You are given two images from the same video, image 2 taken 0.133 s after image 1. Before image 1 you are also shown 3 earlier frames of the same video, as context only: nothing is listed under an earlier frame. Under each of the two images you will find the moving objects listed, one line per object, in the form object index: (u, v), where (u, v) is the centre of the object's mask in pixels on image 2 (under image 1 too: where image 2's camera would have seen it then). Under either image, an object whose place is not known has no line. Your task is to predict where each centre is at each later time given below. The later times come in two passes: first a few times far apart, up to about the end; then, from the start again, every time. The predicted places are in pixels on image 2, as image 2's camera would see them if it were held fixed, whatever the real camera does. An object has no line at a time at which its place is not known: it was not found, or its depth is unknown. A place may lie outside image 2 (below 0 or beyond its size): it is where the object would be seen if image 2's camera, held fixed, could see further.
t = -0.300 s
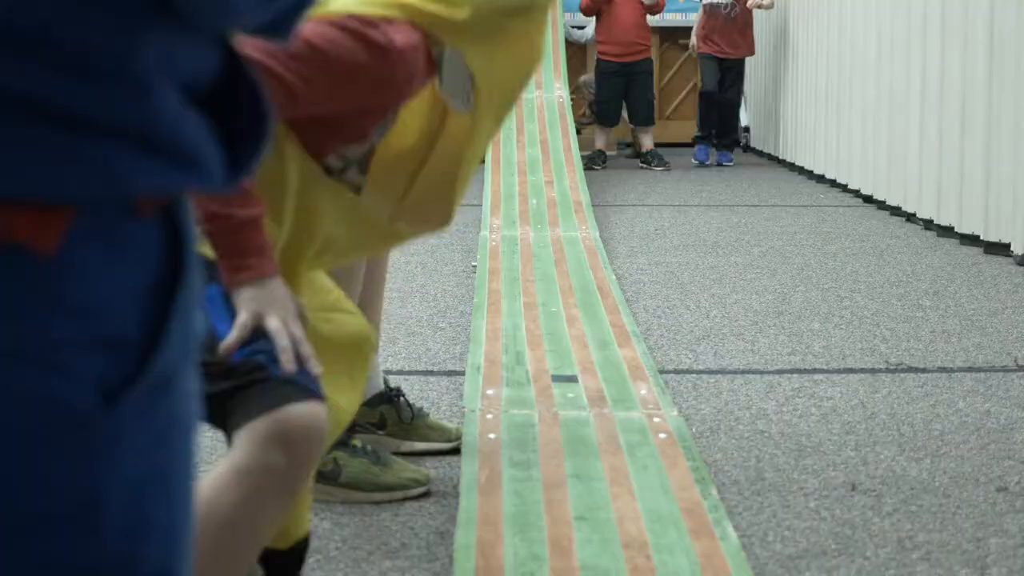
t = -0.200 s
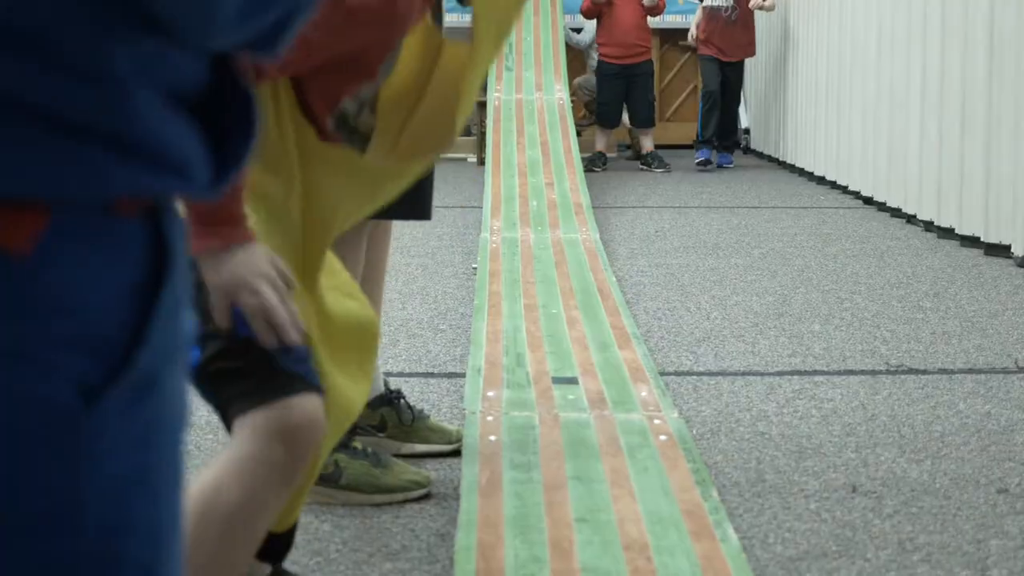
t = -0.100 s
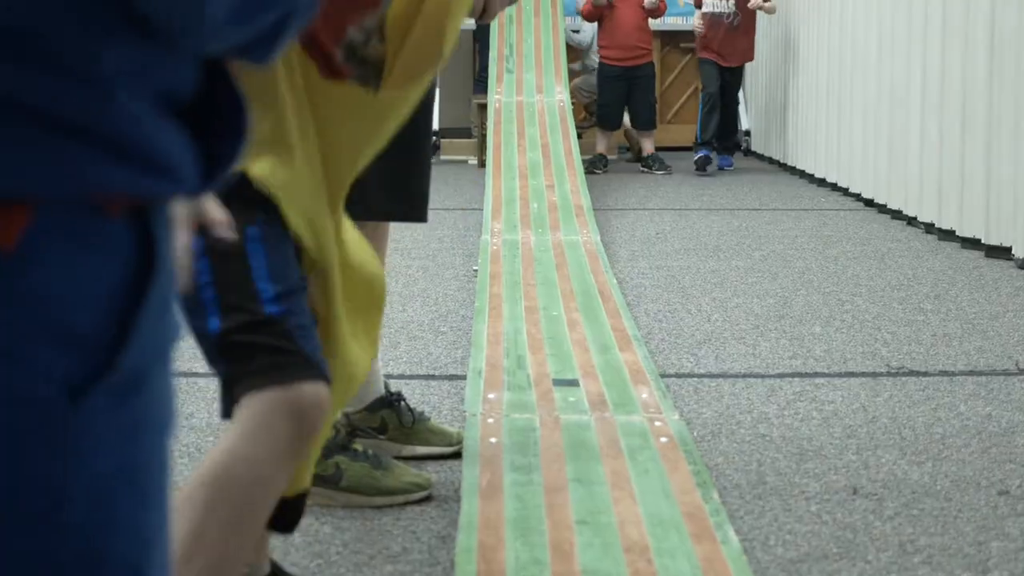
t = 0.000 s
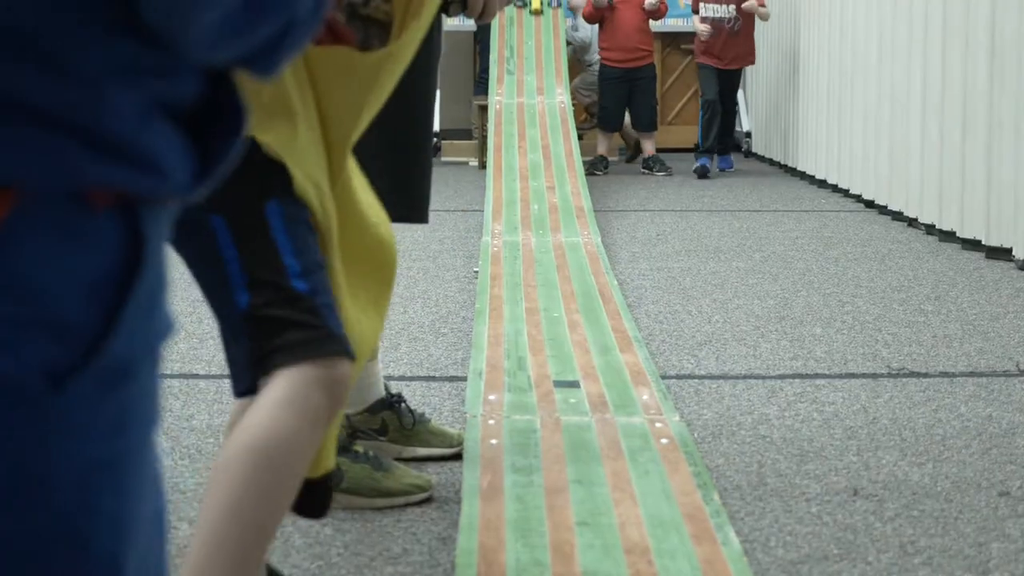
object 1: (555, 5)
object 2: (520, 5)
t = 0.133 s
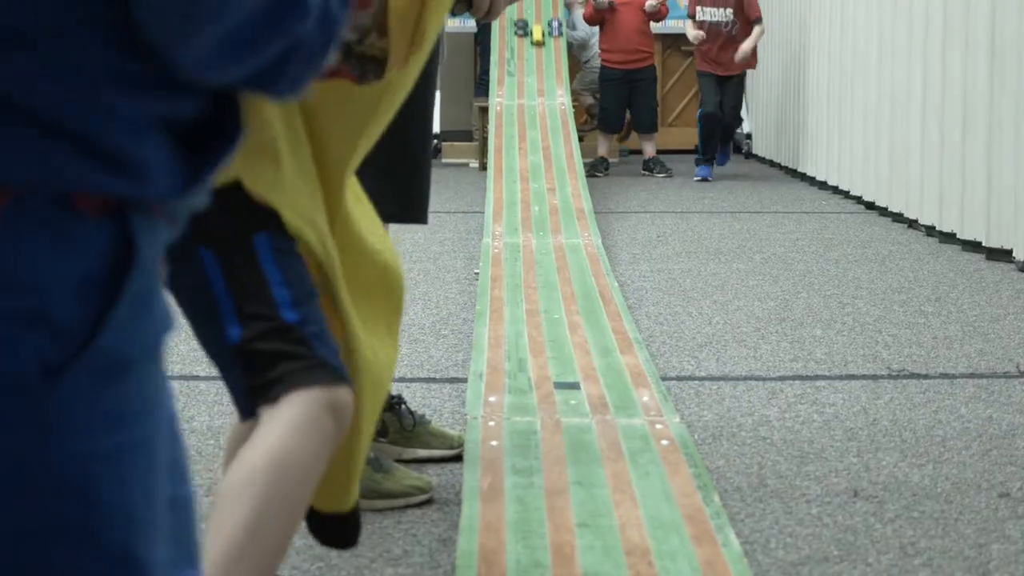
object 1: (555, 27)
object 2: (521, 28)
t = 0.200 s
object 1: (557, 43)
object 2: (521, 43)
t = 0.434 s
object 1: (560, 95)
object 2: (521, 98)
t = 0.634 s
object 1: (567, 132)
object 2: (522, 137)
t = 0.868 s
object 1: (574, 175)
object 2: (526, 184)
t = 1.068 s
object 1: (579, 215)
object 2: (528, 228)
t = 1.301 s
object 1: (594, 256)
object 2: (529, 275)
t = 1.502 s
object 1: (602, 290)
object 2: (535, 315)
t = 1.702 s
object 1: (615, 324)
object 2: (543, 363)
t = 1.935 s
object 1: (633, 368)
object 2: (556, 444)
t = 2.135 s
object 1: (651, 414)
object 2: (565, 561)
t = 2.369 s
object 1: (688, 486)
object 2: (586, 759)
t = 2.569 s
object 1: (726, 572)
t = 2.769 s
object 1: (767, 687)
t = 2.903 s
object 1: (786, 747)
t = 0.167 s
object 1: (556, 35)
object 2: (521, 35)
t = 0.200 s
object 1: (557, 43)
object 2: (521, 43)
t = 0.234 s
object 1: (557, 51)
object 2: (521, 51)
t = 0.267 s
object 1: (558, 59)
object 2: (521, 59)
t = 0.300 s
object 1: (558, 66)
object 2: (521, 67)
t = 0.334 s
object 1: (559, 74)
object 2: (521, 75)
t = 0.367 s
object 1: (559, 82)
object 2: (521, 83)
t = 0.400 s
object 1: (560, 89)
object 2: (521, 90)
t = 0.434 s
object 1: (560, 95)
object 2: (521, 98)
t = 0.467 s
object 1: (561, 102)
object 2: (522, 104)
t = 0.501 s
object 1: (562, 108)
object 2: (521, 111)
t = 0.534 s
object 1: (563, 113)
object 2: (521, 117)
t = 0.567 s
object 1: (564, 119)
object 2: (522, 123)
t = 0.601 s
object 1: (565, 125)
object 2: (521, 130)
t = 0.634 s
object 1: (567, 132)
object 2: (522, 137)
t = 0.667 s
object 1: (567, 137)
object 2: (522, 143)
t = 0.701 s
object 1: (569, 143)
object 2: (523, 150)
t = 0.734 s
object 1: (571, 150)
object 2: (525, 157)
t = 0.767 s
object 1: (572, 156)
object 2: (525, 163)
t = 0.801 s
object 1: (572, 163)
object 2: (525, 170)
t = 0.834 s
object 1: (573, 169)
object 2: (525, 177)
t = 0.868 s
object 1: (574, 175)
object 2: (526, 184)
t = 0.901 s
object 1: (574, 182)
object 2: (526, 191)
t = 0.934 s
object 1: (575, 189)
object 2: (527, 198)
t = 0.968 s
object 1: (576, 195)
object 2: (527, 205)
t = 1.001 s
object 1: (576, 202)
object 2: (528, 213)
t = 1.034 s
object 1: (577, 208)
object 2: (528, 220)
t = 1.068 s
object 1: (579, 215)
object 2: (528, 228)
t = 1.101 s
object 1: (581, 222)
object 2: (529, 235)
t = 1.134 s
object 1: (584, 228)
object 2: (530, 242)
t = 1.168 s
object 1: (586, 234)
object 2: (530, 248)
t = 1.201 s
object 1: (588, 240)
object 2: (529, 255)
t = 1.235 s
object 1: (591, 245)
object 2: (529, 262)
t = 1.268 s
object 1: (592, 251)
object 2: (529, 269)
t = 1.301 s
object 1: (594, 256)
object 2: (529, 275)
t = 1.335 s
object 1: (596, 262)
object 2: (530, 282)
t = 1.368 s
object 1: (597, 267)
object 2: (531, 288)
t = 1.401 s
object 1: (598, 273)
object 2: (532, 295)
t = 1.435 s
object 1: (599, 279)
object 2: (534, 301)
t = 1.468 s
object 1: (600, 284)
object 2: (534, 308)
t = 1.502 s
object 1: (602, 290)
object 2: (535, 315)
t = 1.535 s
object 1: (605, 296)
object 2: (536, 323)
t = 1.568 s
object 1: (607, 301)
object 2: (538, 330)
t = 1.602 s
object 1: (610, 307)
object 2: (539, 338)
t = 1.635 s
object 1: (612, 312)
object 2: (540, 346)
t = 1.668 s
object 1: (614, 318)
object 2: (541, 354)
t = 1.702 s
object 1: (615, 324)
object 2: (543, 363)
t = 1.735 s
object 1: (616, 329)
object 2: (545, 373)
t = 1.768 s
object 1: (618, 335)
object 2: (547, 382)
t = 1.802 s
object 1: (621, 342)
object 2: (550, 393)
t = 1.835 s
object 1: (624, 348)
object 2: (552, 403)
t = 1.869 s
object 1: (627, 354)
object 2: (554, 416)
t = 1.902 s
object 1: (630, 361)
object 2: (555, 429)
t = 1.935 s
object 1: (633, 368)
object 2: (556, 444)
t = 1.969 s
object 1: (636, 375)
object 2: (558, 459)
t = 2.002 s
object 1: (638, 382)
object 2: (559, 476)
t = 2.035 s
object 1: (641, 389)
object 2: (560, 495)
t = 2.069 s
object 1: (644, 397)
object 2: (561, 515)
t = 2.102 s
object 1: (647, 405)
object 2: (563, 537)
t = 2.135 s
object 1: (651, 414)
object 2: (565, 561)
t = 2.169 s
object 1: (654, 422)
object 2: (566, 587)
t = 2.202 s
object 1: (660, 431)
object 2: (568, 617)
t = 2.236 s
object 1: (665, 441)
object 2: (571, 647)
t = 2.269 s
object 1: (671, 451)
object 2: (574, 681)
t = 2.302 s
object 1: (676, 462)
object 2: (579, 718)
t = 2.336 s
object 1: (682, 474)
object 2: (581, 739)
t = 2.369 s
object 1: (688, 486)
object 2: (586, 759)
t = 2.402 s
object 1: (694, 499)
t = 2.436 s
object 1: (700, 512)
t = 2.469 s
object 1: (706, 525)
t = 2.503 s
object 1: (713, 540)
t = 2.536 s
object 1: (719, 556)
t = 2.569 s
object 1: (726, 572)
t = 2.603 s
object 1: (732, 589)
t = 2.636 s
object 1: (738, 607)
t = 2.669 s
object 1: (745, 625)
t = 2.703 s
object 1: (753, 645)
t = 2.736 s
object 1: (760, 665)
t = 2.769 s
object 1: (767, 687)
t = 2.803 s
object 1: (774, 711)
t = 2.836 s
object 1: (778, 725)
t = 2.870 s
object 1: (781, 734)
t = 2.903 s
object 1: (786, 747)
